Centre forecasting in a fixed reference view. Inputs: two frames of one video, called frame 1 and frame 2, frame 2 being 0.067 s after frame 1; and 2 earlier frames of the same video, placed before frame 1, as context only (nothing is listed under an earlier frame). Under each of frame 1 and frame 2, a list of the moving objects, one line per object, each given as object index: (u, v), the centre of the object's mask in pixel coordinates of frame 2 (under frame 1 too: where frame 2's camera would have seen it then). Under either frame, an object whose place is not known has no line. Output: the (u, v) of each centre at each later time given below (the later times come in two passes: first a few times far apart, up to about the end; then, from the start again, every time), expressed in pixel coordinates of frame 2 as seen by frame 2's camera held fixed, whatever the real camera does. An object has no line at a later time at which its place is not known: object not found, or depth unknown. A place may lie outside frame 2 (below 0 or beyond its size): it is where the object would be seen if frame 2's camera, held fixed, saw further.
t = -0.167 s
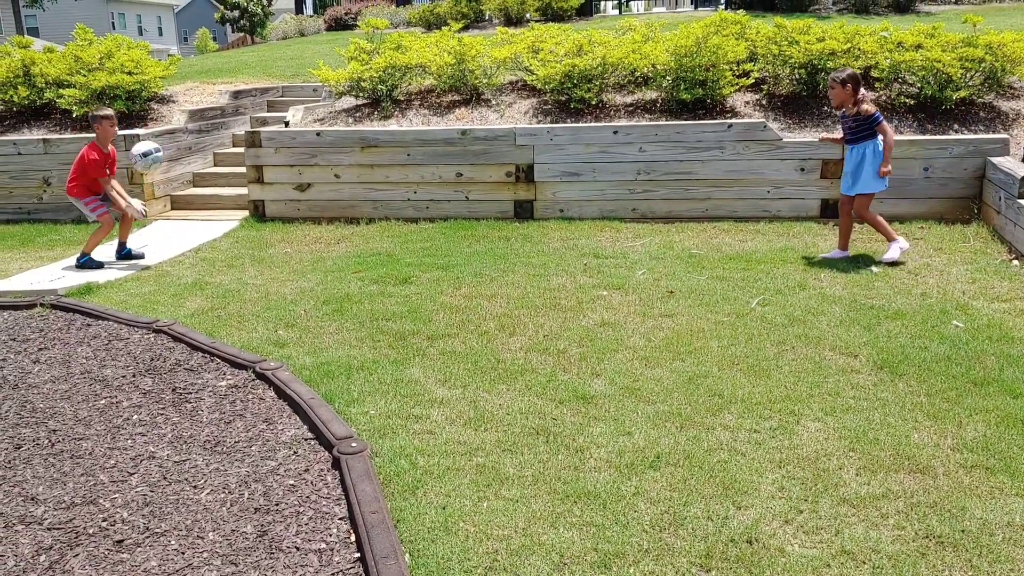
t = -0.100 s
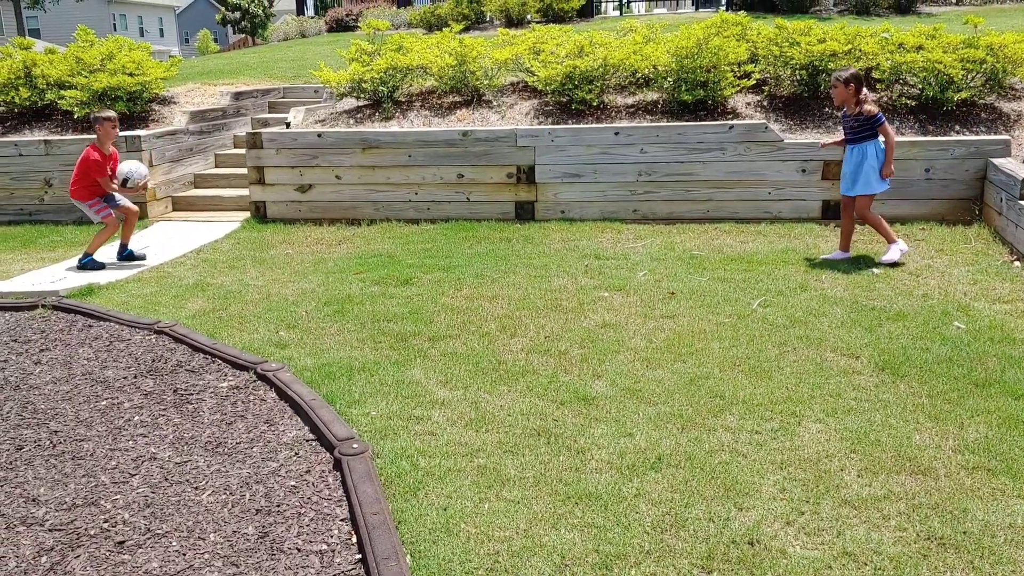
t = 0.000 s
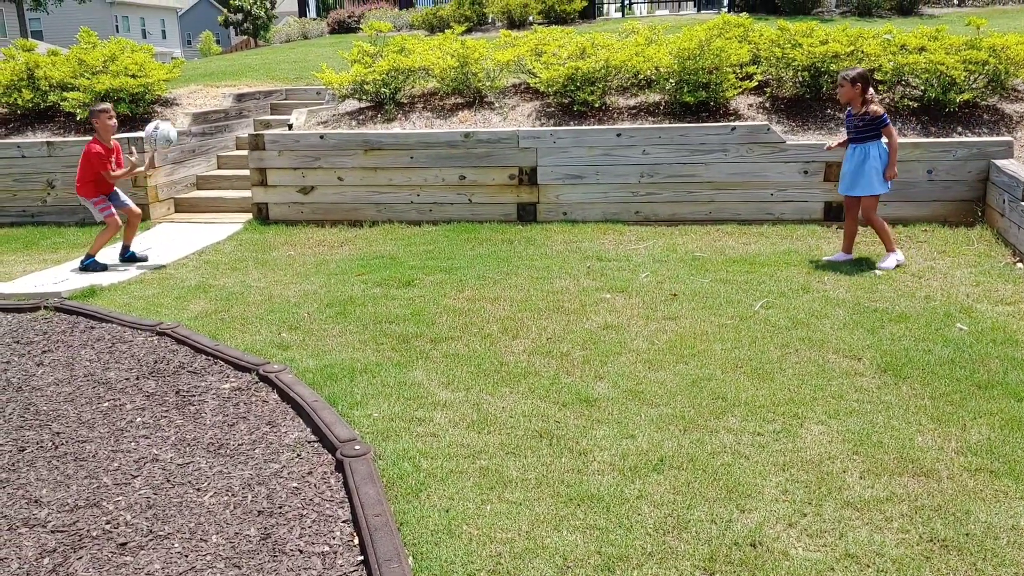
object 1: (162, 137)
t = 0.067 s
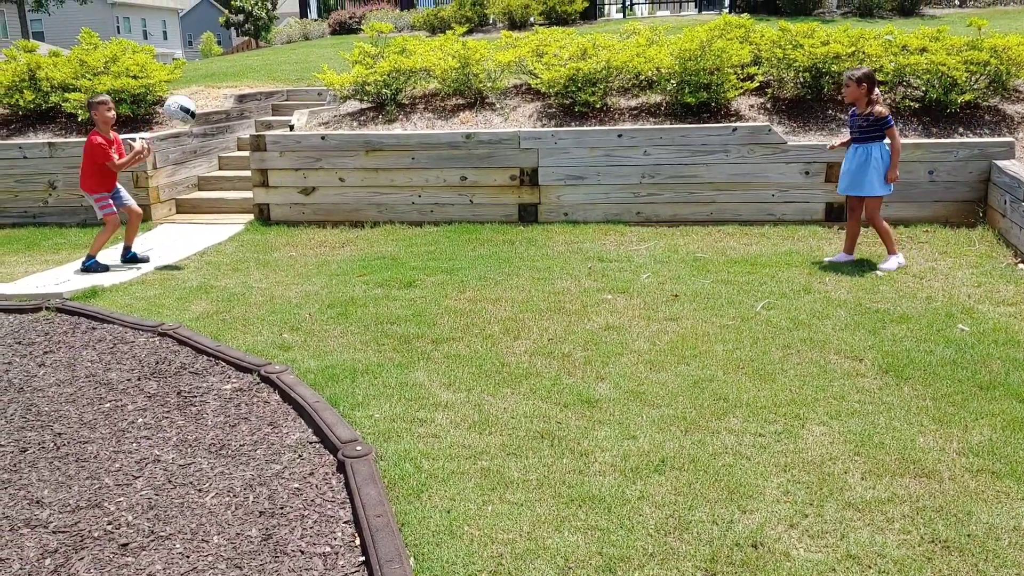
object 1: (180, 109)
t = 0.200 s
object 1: (217, 79)
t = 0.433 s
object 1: (287, 81)
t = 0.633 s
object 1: (348, 142)
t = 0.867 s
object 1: (411, 207)
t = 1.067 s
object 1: (449, 162)
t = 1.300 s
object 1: (468, 171)
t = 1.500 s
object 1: (484, 225)
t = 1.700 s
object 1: (505, 207)
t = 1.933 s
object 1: (529, 225)
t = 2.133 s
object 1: (548, 231)
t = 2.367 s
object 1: (569, 235)
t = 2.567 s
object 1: (581, 236)
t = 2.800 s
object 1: (587, 235)
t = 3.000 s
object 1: (587, 235)
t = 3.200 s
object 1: (586, 235)
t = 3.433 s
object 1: (586, 235)
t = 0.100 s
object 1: (189, 100)
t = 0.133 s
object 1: (198, 92)
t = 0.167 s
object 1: (207, 84)
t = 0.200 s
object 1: (217, 79)
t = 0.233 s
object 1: (226, 74)
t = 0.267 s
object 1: (236, 71)
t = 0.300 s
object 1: (246, 70)
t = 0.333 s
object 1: (256, 70)
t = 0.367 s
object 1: (266, 73)
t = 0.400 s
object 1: (276, 76)
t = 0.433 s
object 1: (287, 81)
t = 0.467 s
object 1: (296, 87)
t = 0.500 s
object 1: (307, 96)
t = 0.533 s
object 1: (317, 105)
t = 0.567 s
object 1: (327, 115)
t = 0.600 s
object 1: (338, 128)
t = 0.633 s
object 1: (348, 142)
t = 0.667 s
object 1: (358, 155)
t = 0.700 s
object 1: (368, 173)
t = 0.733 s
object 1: (378, 190)
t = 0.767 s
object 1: (388, 208)
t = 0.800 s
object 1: (397, 227)
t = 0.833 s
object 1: (405, 219)
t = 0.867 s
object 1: (411, 207)
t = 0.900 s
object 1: (416, 195)
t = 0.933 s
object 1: (423, 187)
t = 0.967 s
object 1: (430, 179)
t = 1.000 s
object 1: (436, 172)
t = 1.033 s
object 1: (443, 166)
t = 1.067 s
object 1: (449, 162)
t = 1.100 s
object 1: (454, 159)
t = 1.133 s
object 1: (456, 157)
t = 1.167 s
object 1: (458, 155)
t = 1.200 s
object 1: (460, 157)
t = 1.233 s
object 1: (463, 161)
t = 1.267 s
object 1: (465, 165)
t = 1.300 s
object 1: (468, 171)
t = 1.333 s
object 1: (470, 178)
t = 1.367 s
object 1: (472, 186)
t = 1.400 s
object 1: (475, 195)
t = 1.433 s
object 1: (477, 206)
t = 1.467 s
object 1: (480, 220)
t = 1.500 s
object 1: (484, 225)
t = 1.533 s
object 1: (487, 220)
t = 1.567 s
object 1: (491, 214)
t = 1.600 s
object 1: (494, 211)
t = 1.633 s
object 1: (498, 208)
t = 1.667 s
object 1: (501, 207)
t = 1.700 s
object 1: (505, 207)
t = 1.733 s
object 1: (509, 209)
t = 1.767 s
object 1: (512, 212)
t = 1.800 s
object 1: (516, 216)
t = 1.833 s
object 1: (520, 223)
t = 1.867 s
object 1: (523, 228)
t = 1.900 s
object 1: (527, 227)
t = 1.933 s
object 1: (529, 225)
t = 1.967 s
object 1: (532, 224)
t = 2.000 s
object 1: (535, 224)
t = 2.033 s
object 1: (538, 226)
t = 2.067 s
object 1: (541, 229)
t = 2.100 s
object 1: (544, 231)
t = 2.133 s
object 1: (548, 231)
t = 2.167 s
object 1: (551, 232)
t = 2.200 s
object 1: (554, 232)
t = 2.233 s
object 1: (557, 233)
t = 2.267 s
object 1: (560, 233)
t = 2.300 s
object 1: (564, 233)
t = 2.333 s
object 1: (566, 234)
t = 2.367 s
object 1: (569, 235)
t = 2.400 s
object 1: (571, 235)
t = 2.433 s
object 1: (573, 235)
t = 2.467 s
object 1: (576, 236)
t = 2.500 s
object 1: (577, 236)
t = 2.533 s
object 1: (579, 236)
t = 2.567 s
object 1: (581, 236)
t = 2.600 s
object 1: (582, 235)
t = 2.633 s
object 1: (583, 235)
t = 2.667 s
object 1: (584, 236)
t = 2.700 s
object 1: (585, 235)
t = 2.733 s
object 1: (586, 235)
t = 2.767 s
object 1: (586, 235)
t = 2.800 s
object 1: (587, 235)
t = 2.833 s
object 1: (587, 235)
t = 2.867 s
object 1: (587, 235)
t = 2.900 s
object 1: (587, 235)
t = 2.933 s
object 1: (587, 235)
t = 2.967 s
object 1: (587, 235)
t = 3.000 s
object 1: (587, 235)
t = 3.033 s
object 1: (586, 235)
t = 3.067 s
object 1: (586, 235)
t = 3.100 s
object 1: (586, 235)
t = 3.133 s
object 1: (586, 235)
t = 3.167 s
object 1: (586, 235)
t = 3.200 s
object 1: (586, 235)
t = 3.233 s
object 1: (586, 235)
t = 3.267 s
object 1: (585, 235)
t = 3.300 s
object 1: (586, 235)
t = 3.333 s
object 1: (586, 235)
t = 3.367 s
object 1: (586, 235)
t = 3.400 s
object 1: (586, 235)
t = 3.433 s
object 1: (586, 235)
